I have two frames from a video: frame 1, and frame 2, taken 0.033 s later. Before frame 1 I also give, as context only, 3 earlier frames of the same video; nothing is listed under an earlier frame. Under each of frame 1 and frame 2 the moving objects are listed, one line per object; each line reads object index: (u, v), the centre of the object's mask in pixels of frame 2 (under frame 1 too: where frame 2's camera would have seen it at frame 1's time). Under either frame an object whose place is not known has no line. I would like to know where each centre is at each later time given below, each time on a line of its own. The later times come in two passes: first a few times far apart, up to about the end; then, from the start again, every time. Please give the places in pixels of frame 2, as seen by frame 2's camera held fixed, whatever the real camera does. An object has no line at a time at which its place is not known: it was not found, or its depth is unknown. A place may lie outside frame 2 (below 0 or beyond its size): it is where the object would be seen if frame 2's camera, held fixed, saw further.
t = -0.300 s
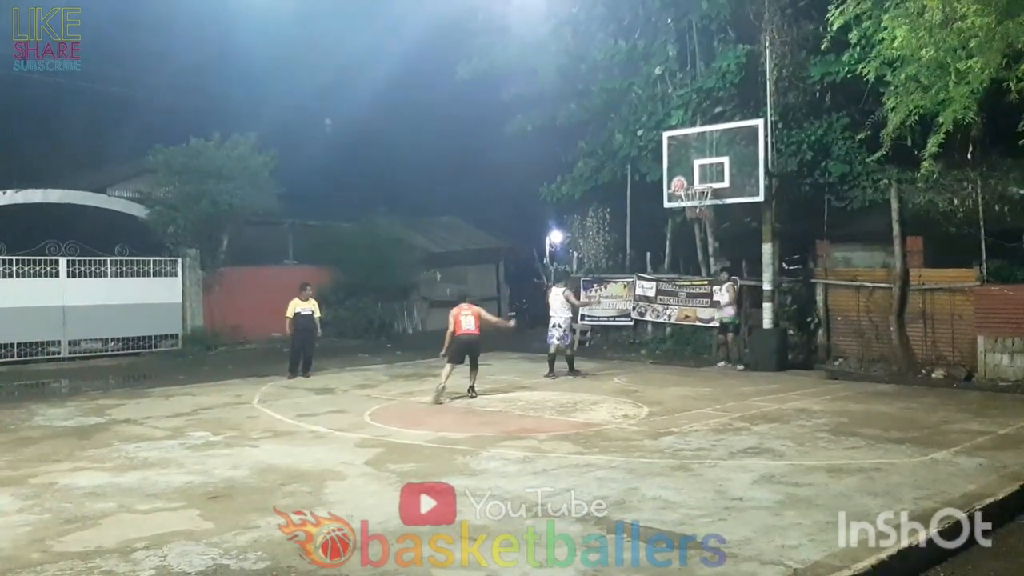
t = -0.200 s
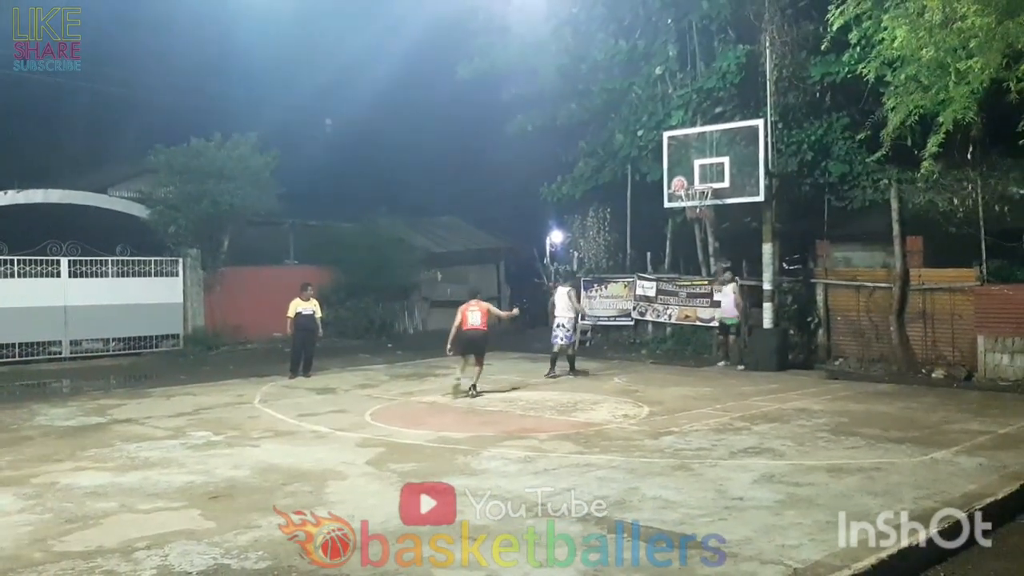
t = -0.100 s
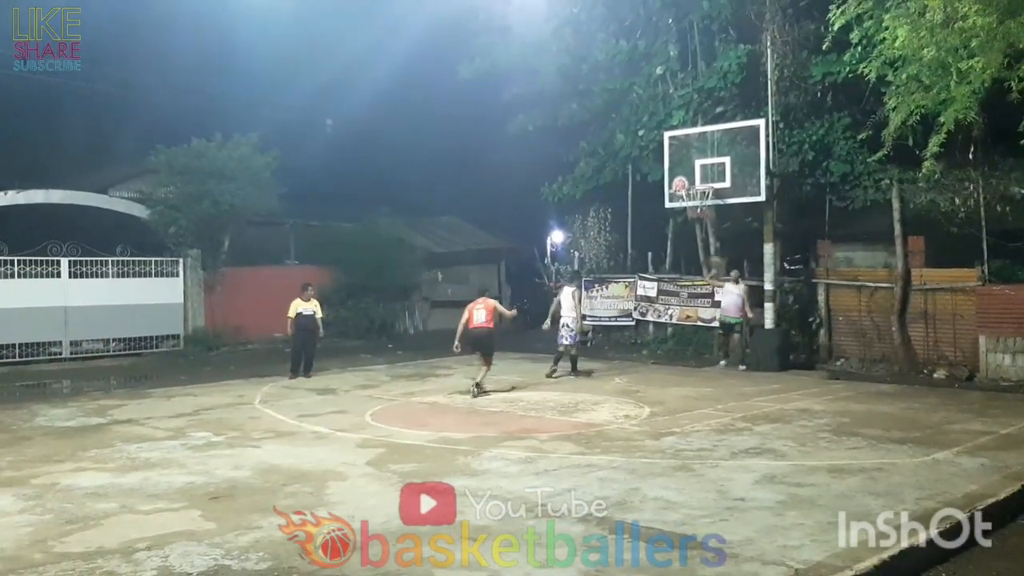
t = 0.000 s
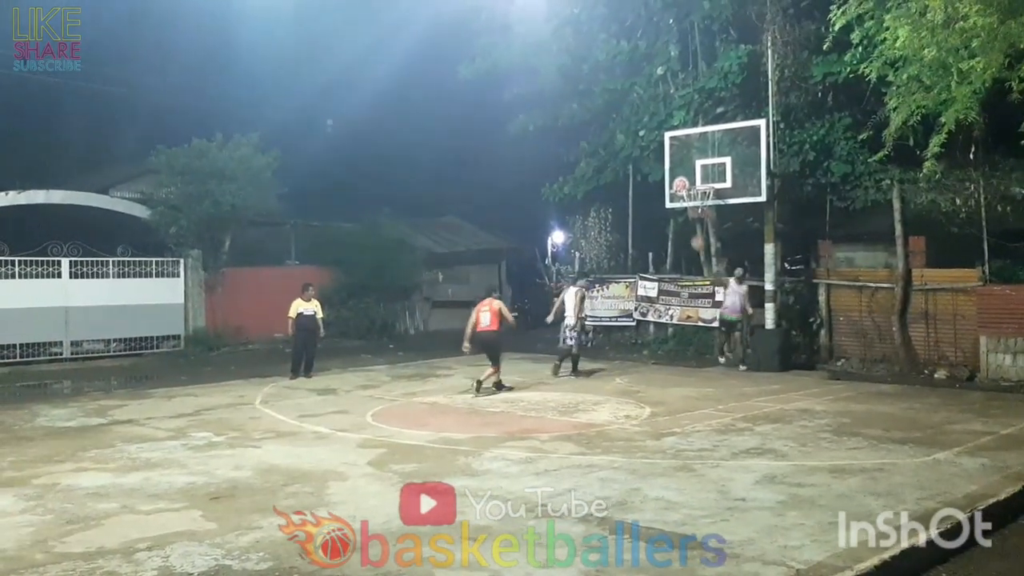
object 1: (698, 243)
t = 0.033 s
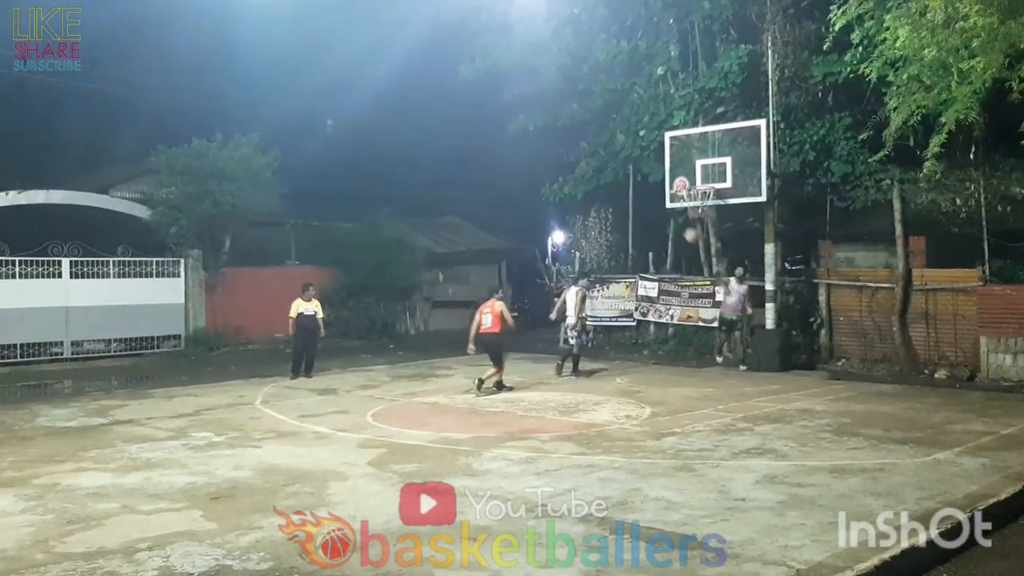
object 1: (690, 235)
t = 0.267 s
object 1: (637, 198)
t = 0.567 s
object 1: (536, 193)
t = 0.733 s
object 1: (448, 226)
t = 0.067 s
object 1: (683, 228)
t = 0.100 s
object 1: (676, 222)
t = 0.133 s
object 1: (669, 216)
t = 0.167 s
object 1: (661, 211)
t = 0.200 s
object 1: (654, 206)
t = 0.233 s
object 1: (646, 202)
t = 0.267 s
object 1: (637, 198)
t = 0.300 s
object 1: (628, 194)
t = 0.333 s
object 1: (618, 191)
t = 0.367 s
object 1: (609, 190)
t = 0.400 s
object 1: (599, 188)
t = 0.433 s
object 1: (587, 188)
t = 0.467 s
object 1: (576, 188)
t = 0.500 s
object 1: (564, 188)
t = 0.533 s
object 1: (550, 190)
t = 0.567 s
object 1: (536, 193)
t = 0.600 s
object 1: (521, 197)
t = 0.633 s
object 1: (506, 203)
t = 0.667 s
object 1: (489, 210)
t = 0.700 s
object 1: (468, 218)
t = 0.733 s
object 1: (448, 226)
